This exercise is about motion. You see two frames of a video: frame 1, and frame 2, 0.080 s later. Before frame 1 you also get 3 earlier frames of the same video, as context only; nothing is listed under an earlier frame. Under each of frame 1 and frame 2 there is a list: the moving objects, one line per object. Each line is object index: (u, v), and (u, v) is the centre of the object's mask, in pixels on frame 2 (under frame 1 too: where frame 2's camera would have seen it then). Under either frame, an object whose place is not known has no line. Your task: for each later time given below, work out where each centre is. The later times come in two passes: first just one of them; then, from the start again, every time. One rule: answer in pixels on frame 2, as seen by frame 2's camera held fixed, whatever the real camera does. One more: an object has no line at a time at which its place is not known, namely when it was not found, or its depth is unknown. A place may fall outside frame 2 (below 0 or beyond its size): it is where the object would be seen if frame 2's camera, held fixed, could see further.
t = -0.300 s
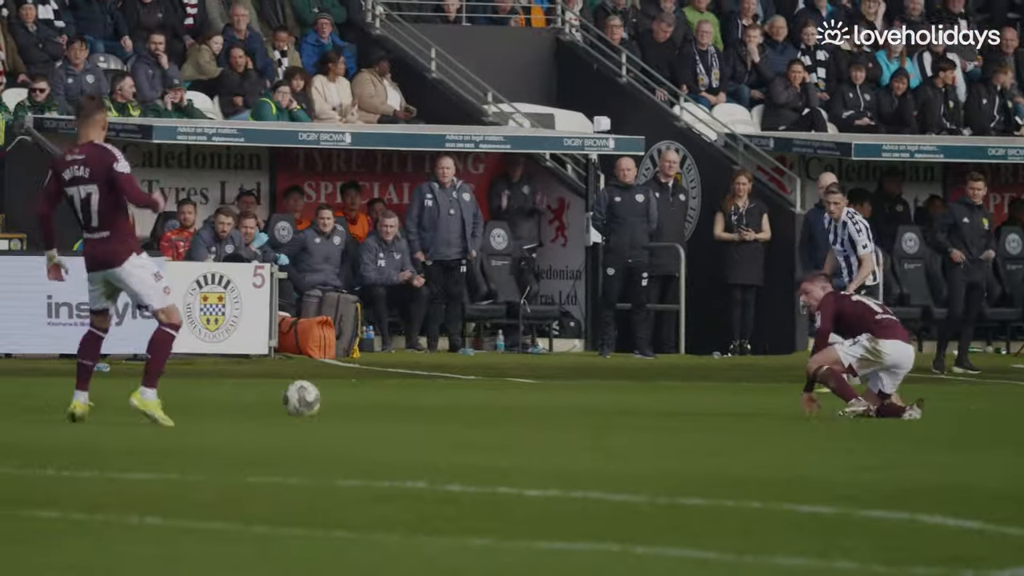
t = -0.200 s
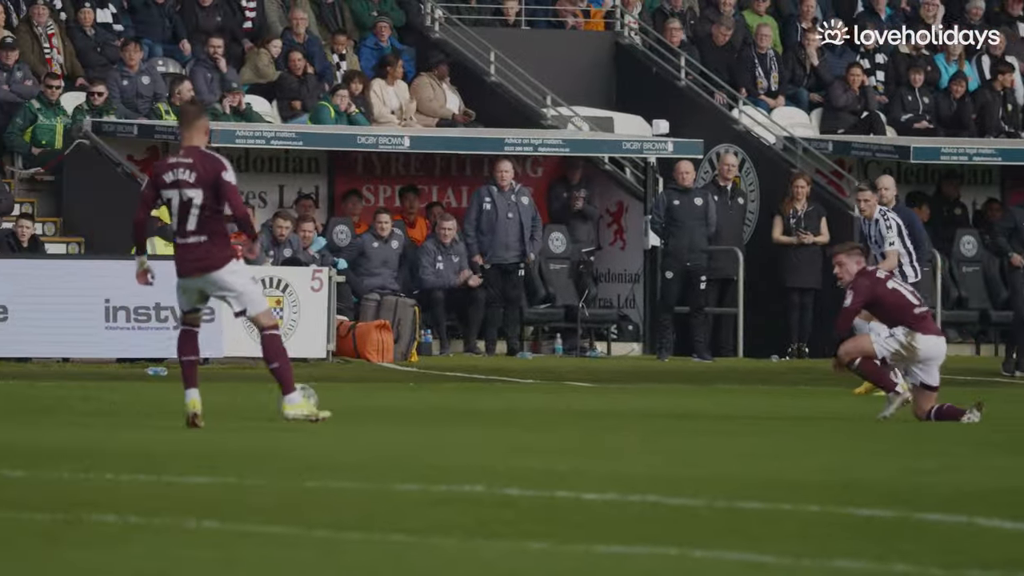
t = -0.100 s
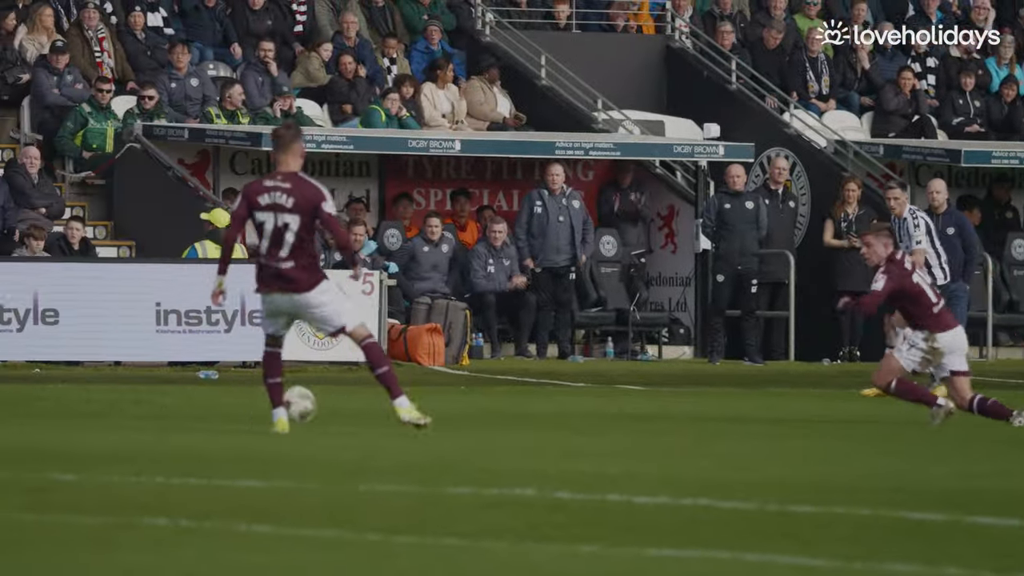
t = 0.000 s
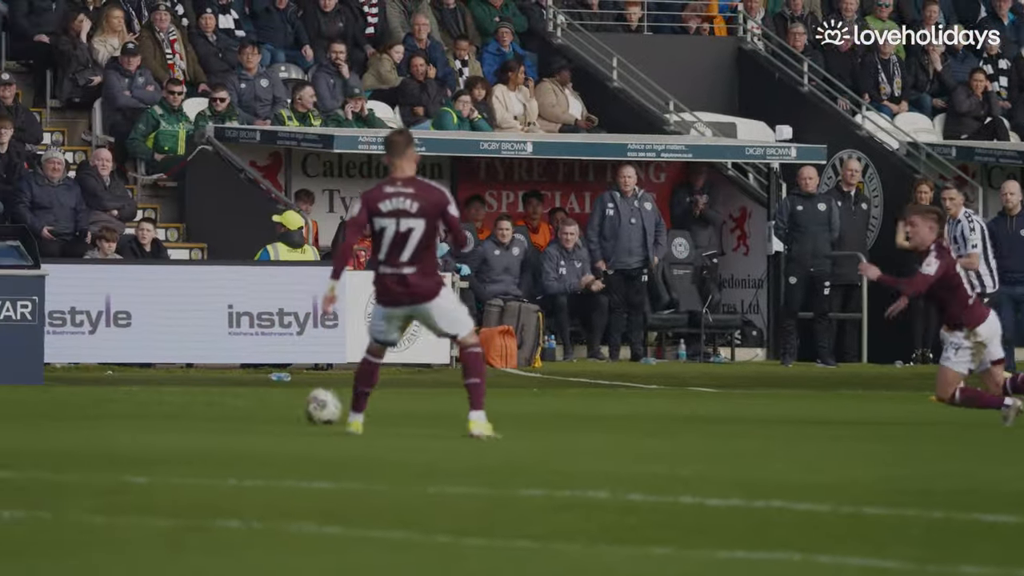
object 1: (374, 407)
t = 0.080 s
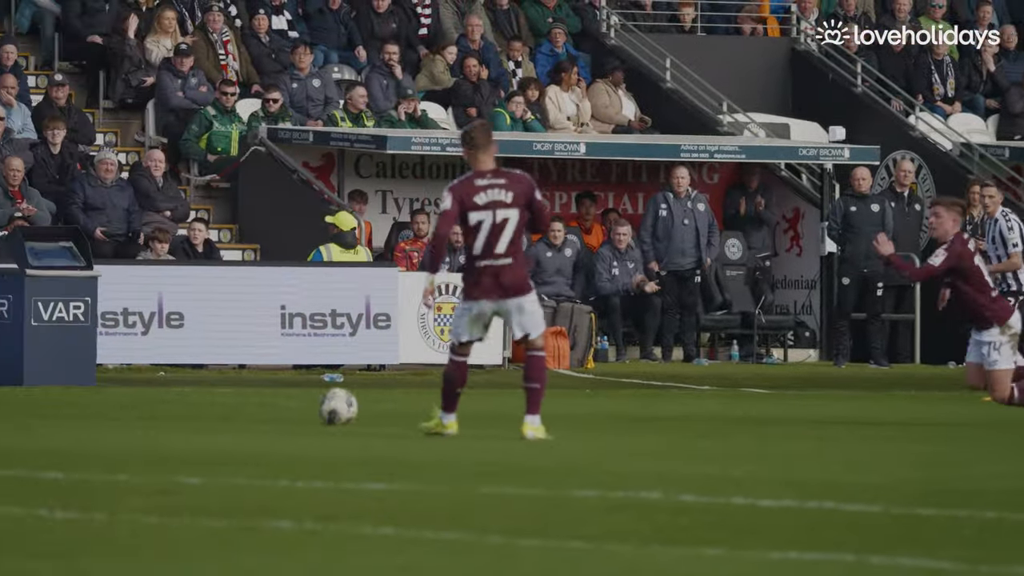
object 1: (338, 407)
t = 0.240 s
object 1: (268, 407)
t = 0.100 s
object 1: (329, 406)
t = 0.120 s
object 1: (320, 407)
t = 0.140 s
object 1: (312, 407)
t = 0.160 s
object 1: (304, 407)
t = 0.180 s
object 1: (295, 407)
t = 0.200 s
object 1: (286, 407)
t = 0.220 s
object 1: (277, 407)
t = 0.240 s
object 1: (268, 407)
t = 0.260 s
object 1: (262, 408)
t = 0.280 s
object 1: (252, 408)
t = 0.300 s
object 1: (244, 408)
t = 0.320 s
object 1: (235, 408)
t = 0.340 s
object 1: (227, 409)
